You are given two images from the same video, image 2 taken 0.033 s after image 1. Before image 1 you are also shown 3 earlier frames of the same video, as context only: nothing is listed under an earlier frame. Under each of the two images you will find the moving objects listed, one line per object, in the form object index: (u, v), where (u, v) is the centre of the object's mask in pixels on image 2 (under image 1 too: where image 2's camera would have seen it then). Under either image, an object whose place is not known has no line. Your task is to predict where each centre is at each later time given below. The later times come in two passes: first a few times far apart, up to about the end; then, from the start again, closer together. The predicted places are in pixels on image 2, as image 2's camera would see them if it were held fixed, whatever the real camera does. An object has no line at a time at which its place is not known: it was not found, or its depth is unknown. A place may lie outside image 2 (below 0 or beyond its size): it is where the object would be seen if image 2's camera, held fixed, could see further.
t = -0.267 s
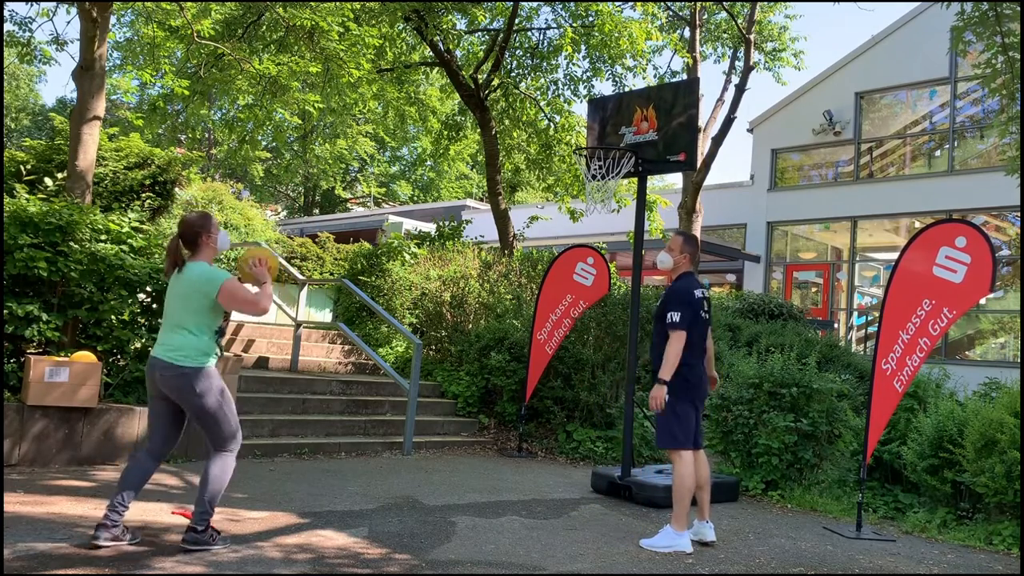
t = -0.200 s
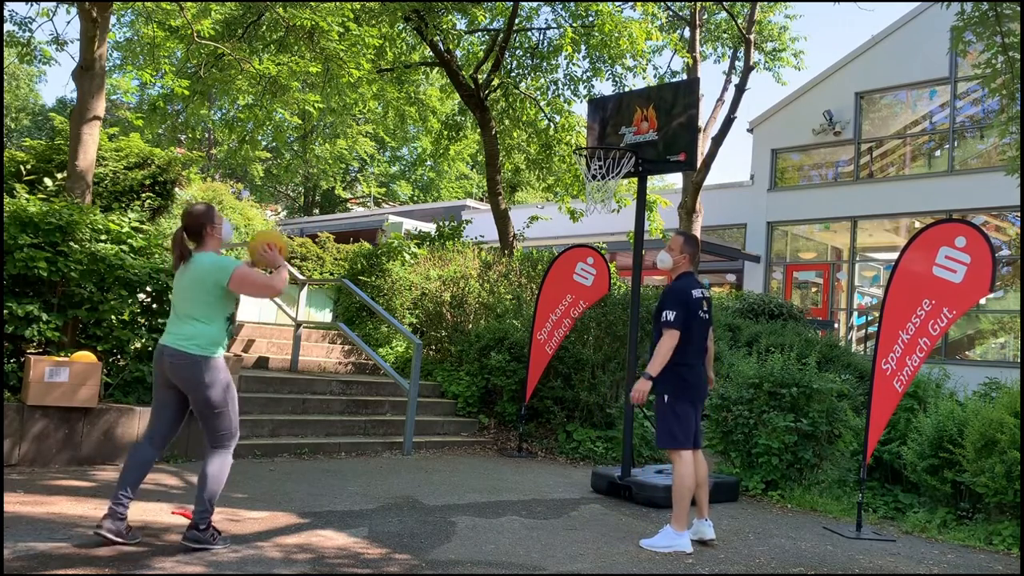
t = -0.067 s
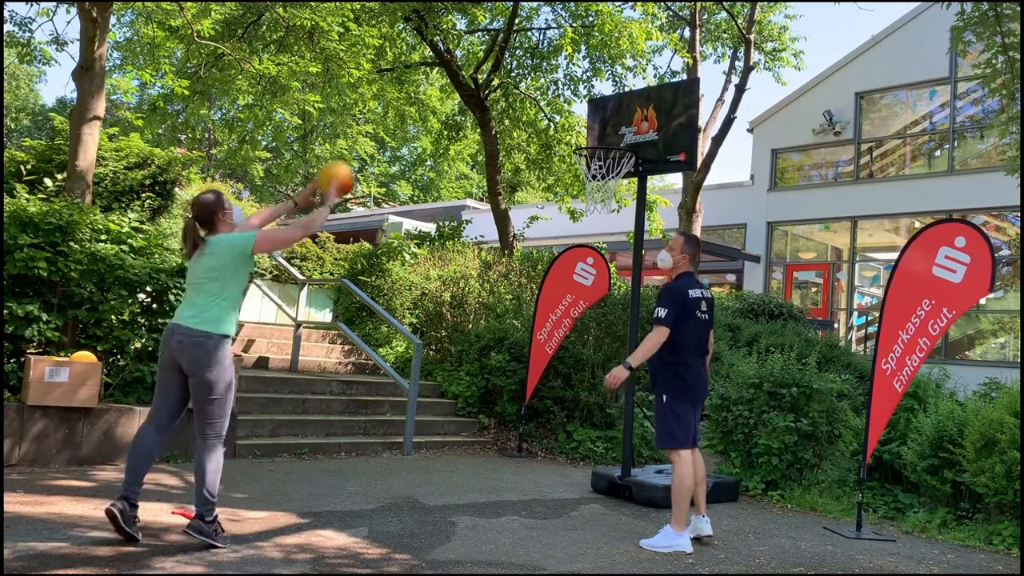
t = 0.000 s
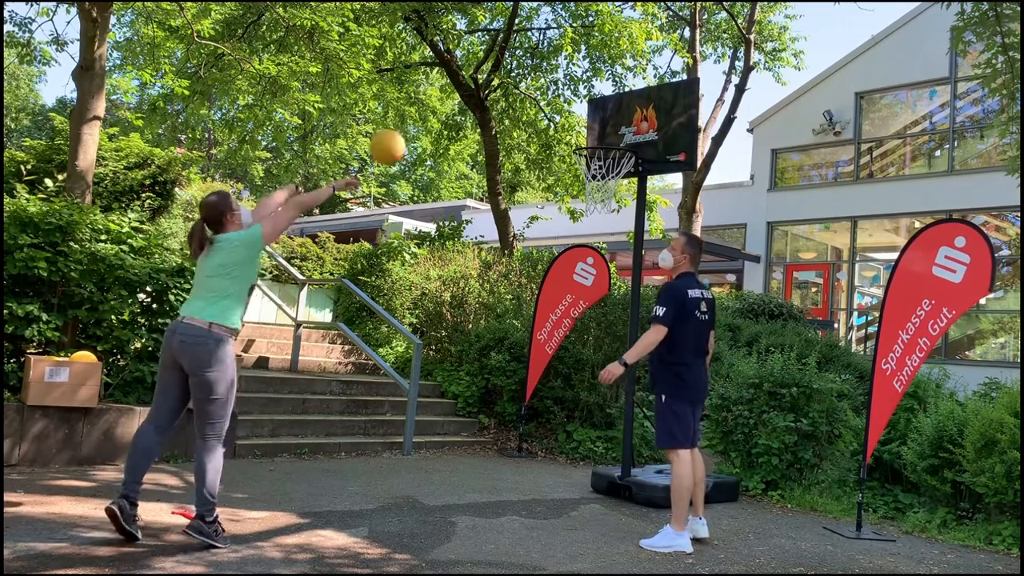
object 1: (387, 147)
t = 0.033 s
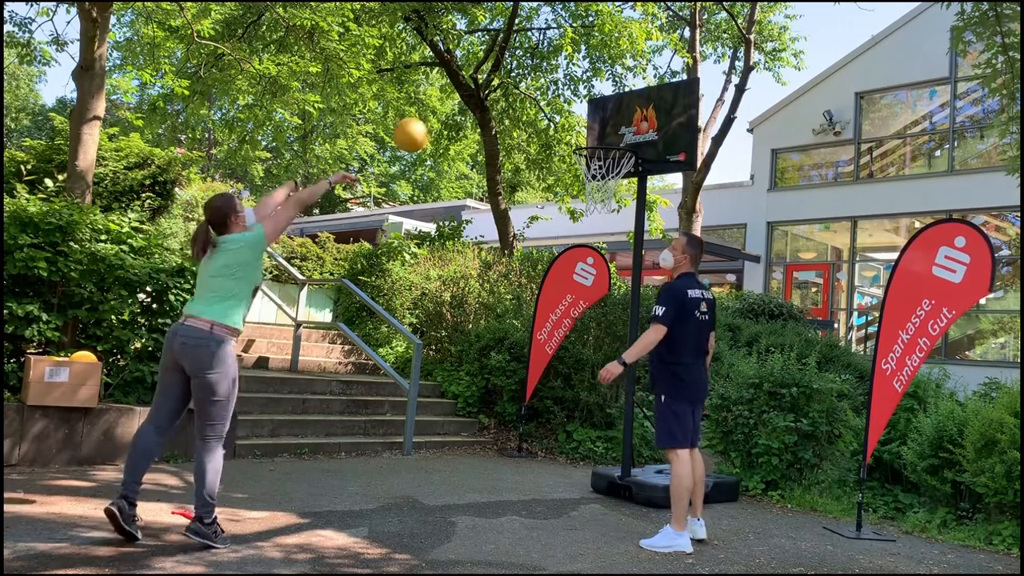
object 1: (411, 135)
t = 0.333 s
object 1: (572, 111)
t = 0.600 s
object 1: (628, 113)
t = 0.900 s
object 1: (584, 106)
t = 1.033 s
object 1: (559, 143)
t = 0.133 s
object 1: (472, 111)
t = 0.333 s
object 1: (572, 111)
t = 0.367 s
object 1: (588, 116)
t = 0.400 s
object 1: (601, 122)
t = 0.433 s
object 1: (613, 130)
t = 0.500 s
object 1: (635, 138)
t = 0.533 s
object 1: (636, 129)
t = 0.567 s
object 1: (633, 121)
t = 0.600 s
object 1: (628, 113)
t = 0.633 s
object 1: (623, 107)
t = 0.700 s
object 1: (615, 98)
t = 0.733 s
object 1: (610, 96)
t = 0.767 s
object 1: (605, 96)
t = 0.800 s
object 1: (600, 96)
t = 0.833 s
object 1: (595, 98)
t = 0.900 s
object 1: (584, 106)
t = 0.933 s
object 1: (578, 113)
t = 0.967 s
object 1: (571, 122)
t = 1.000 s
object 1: (565, 132)
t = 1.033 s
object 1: (559, 143)
